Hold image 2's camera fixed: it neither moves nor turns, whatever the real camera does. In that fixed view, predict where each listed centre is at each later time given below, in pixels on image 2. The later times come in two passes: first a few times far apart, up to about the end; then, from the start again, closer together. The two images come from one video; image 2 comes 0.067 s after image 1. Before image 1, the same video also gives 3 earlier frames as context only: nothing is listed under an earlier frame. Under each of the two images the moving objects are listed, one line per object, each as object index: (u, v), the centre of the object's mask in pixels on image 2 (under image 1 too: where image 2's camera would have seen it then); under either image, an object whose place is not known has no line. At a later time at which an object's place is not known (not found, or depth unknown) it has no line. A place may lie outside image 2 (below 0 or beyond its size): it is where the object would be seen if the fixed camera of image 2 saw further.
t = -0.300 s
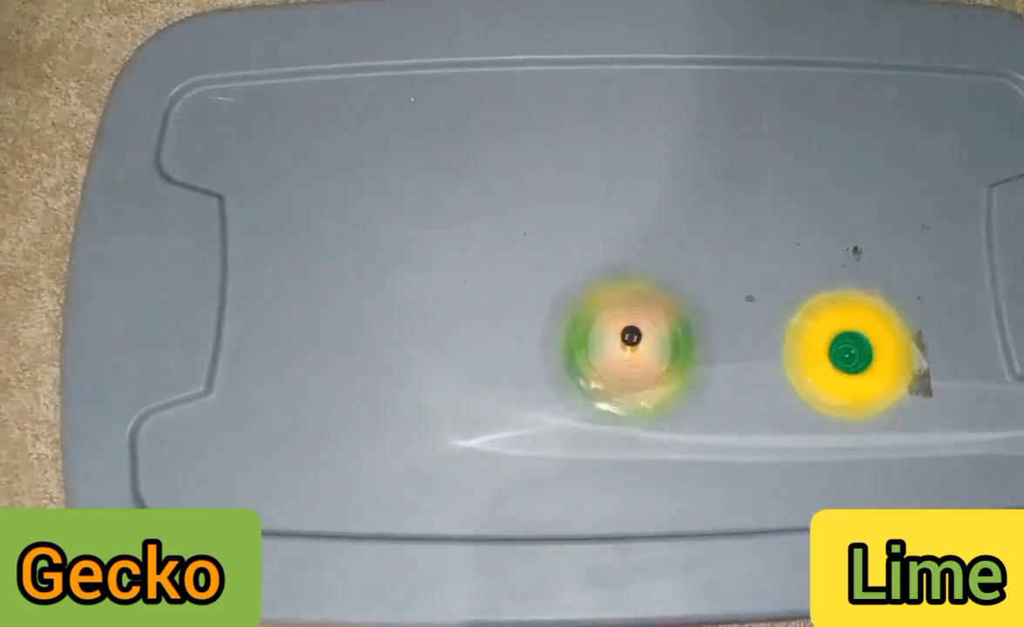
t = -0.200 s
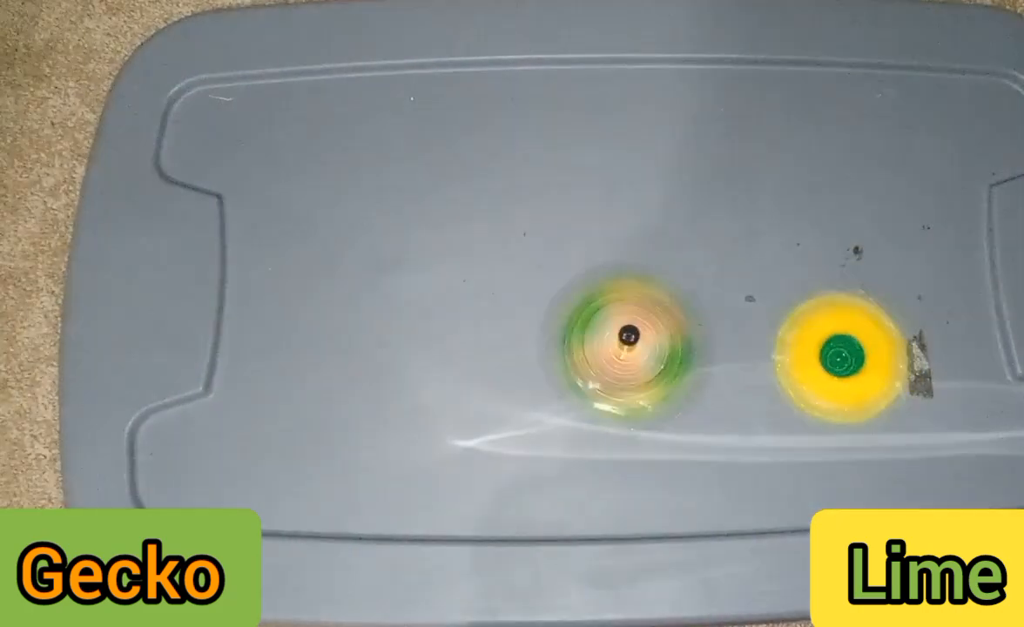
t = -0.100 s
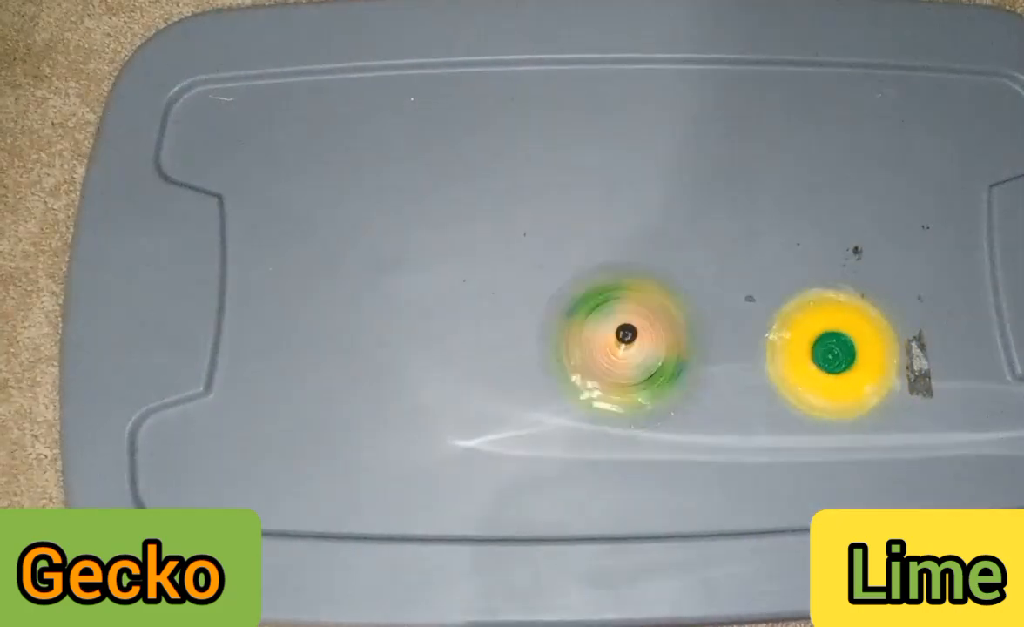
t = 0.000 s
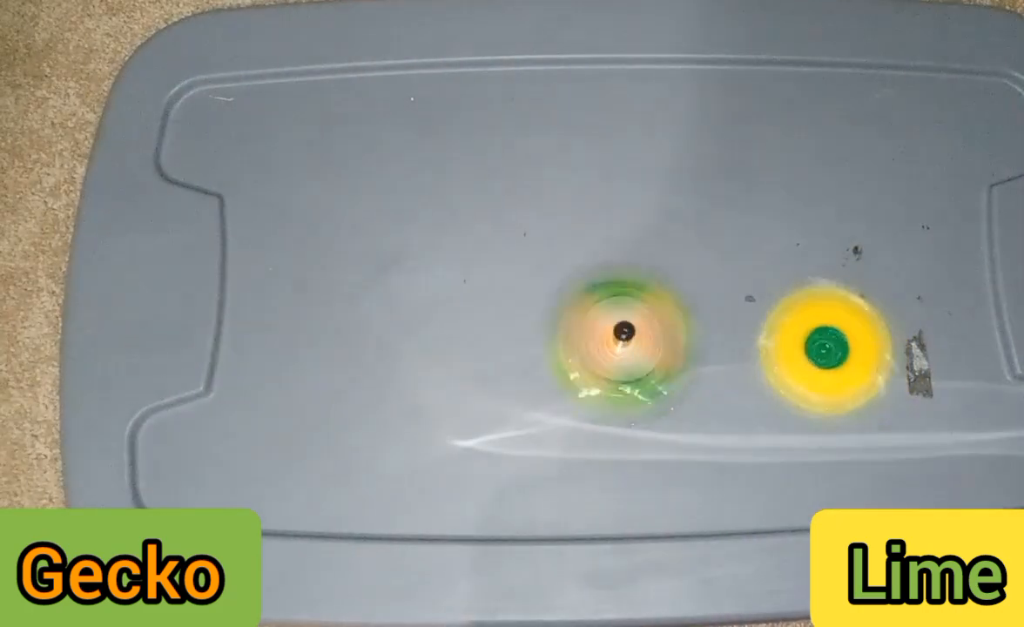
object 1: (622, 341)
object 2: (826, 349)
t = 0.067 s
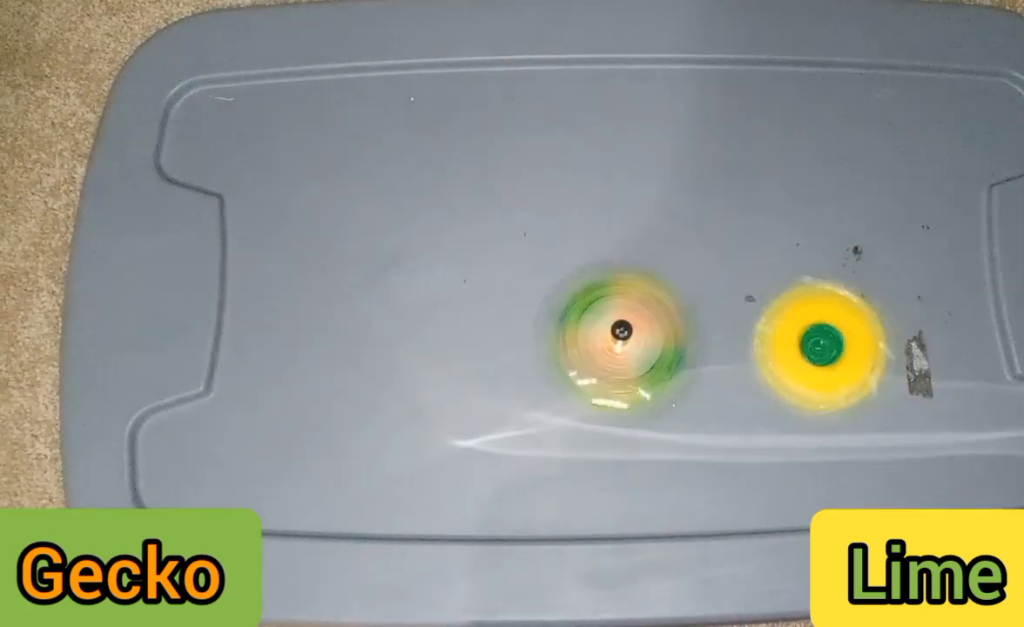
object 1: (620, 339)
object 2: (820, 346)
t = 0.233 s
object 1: (618, 334)
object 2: (809, 337)
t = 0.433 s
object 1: (618, 327)
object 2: (803, 325)
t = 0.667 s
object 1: (618, 320)
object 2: (799, 317)
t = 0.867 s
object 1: (618, 319)
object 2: (796, 314)
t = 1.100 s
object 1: (618, 319)
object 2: (793, 307)
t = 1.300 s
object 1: (617, 319)
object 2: (790, 303)
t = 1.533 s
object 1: (616, 320)
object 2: (781, 296)
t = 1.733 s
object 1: (614, 320)
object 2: (778, 290)
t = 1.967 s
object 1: (612, 323)
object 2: (771, 283)
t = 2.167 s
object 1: (605, 323)
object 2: (768, 278)
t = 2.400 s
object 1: (604, 328)
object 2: (758, 275)
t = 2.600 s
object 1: (600, 332)
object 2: (752, 275)
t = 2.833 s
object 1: (594, 337)
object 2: (750, 259)
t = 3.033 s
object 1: (587, 335)
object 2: (752, 257)
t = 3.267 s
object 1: (585, 332)
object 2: (746, 259)
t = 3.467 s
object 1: (588, 328)
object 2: (740, 258)
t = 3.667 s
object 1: (590, 327)
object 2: (735, 256)
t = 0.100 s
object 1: (620, 337)
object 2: (817, 345)
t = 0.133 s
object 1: (620, 336)
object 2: (815, 343)
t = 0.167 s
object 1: (619, 336)
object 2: (812, 341)
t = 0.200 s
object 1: (619, 334)
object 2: (810, 339)
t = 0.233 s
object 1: (618, 334)
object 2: (809, 337)
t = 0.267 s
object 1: (619, 332)
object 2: (807, 335)
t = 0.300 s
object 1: (618, 332)
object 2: (807, 333)
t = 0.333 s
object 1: (617, 330)
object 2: (806, 331)
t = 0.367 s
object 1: (617, 330)
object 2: (805, 329)
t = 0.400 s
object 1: (616, 328)
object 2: (803, 327)
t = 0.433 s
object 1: (618, 327)
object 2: (803, 325)
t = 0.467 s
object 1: (618, 327)
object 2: (802, 323)
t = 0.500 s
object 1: (617, 325)
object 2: (802, 322)
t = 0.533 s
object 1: (617, 325)
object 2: (801, 320)
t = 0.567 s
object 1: (616, 324)
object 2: (800, 319)
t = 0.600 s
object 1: (618, 323)
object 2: (800, 317)
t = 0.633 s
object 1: (618, 323)
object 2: (799, 317)
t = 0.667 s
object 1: (618, 320)
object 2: (799, 317)
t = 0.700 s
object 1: (618, 321)
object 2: (798, 316)
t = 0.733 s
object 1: (616, 319)
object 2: (798, 316)
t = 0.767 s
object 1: (617, 320)
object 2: (798, 315)
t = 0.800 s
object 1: (616, 319)
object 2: (797, 314)
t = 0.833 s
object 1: (619, 318)
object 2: (796, 314)
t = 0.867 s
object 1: (618, 319)
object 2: (796, 314)
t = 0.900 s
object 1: (618, 318)
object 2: (795, 313)
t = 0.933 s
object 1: (618, 319)
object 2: (795, 312)
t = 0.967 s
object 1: (618, 319)
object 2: (795, 311)
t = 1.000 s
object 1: (616, 319)
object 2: (794, 310)
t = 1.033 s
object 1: (617, 318)
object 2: (795, 309)
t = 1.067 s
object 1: (618, 317)
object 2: (794, 308)
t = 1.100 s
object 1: (618, 319)
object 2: (793, 307)
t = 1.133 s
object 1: (618, 317)
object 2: (793, 306)
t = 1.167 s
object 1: (617, 318)
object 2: (792, 305)
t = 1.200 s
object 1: (618, 317)
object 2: (792, 304)
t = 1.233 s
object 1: (617, 319)
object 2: (791, 303)
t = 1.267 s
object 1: (617, 319)
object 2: (790, 302)
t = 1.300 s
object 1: (617, 319)
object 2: (790, 303)
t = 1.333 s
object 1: (617, 318)
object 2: (789, 301)
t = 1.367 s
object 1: (617, 319)
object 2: (787, 301)
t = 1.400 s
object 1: (615, 317)
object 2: (785, 300)
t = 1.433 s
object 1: (617, 318)
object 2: (784, 299)
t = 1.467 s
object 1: (616, 319)
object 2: (783, 298)
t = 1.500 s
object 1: (617, 318)
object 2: (782, 297)
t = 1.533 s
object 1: (616, 320)
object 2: (781, 296)
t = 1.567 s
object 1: (616, 318)
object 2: (781, 295)
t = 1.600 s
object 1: (615, 320)
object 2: (780, 294)
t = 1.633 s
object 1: (615, 318)
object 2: (780, 293)
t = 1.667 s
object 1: (616, 320)
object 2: (779, 293)
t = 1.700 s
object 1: (614, 318)
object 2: (779, 292)
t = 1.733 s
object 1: (614, 320)
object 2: (778, 290)
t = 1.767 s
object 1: (612, 318)
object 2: (777, 290)
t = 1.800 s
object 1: (613, 321)
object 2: (776, 288)
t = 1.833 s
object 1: (611, 319)
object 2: (776, 288)
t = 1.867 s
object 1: (612, 321)
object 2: (775, 286)
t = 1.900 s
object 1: (609, 319)
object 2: (773, 286)
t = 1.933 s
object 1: (612, 321)
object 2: (773, 285)
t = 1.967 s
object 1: (612, 323)
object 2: (771, 283)
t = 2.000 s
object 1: (612, 322)
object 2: (770, 281)
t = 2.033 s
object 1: (607, 321)
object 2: (771, 280)
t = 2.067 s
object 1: (611, 322)
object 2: (770, 279)
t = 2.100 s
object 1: (606, 322)
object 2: (769, 279)
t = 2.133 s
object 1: (609, 324)
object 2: (770, 278)
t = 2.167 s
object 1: (605, 323)
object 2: (768, 278)
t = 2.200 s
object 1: (608, 325)
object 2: (766, 277)
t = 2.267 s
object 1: (607, 326)
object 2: (765, 277)
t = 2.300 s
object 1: (605, 328)
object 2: (763, 276)
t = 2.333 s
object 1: (605, 328)
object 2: (761, 276)
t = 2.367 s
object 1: (603, 329)
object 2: (760, 276)
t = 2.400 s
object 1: (604, 328)
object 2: (758, 275)
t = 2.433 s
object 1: (601, 329)
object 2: (757, 276)
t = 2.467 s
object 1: (602, 330)
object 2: (756, 275)
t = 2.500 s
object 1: (601, 331)
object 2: (755, 275)
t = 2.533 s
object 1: (600, 331)
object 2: (754, 275)
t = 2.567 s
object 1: (599, 331)
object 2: (753, 275)
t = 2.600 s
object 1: (600, 332)
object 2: (752, 275)
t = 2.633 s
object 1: (598, 330)
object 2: (751, 275)
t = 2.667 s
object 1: (597, 334)
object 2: (750, 275)
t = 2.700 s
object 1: (597, 332)
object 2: (749, 275)
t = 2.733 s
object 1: (597, 335)
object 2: (748, 274)
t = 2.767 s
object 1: (597, 335)
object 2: (749, 267)
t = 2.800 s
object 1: (595, 338)
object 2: (749, 260)
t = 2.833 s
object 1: (594, 337)
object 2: (750, 259)
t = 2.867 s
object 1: (592, 336)
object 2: (751, 257)
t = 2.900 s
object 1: (588, 338)
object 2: (752, 258)
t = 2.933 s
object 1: (590, 336)
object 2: (752, 257)
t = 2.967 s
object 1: (589, 337)
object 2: (753, 257)
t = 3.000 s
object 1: (589, 336)
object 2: (753, 258)
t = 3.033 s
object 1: (587, 335)
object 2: (752, 257)
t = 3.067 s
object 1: (581, 335)
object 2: (753, 258)
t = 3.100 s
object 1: (588, 333)
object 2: (752, 257)
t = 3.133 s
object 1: (584, 331)
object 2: (751, 258)
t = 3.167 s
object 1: (585, 334)
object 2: (750, 258)
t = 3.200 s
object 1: (586, 332)
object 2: (749, 259)
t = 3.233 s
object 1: (584, 332)
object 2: (748, 259)
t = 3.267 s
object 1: (585, 332)
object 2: (746, 259)
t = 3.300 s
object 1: (586, 328)
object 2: (745, 259)
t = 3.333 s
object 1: (587, 332)
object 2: (744, 259)
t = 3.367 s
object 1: (587, 329)
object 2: (743, 259)
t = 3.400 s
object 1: (584, 326)
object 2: (743, 258)
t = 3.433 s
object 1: (588, 330)
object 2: (741, 257)
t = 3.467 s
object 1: (588, 328)
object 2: (740, 258)
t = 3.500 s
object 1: (586, 328)
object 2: (740, 257)
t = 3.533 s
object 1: (590, 327)
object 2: (739, 257)
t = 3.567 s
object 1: (589, 326)
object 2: (738, 257)
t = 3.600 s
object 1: (586, 328)
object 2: (737, 257)
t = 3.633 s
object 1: (591, 328)
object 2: (736, 257)
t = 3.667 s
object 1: (590, 327)
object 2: (735, 256)
